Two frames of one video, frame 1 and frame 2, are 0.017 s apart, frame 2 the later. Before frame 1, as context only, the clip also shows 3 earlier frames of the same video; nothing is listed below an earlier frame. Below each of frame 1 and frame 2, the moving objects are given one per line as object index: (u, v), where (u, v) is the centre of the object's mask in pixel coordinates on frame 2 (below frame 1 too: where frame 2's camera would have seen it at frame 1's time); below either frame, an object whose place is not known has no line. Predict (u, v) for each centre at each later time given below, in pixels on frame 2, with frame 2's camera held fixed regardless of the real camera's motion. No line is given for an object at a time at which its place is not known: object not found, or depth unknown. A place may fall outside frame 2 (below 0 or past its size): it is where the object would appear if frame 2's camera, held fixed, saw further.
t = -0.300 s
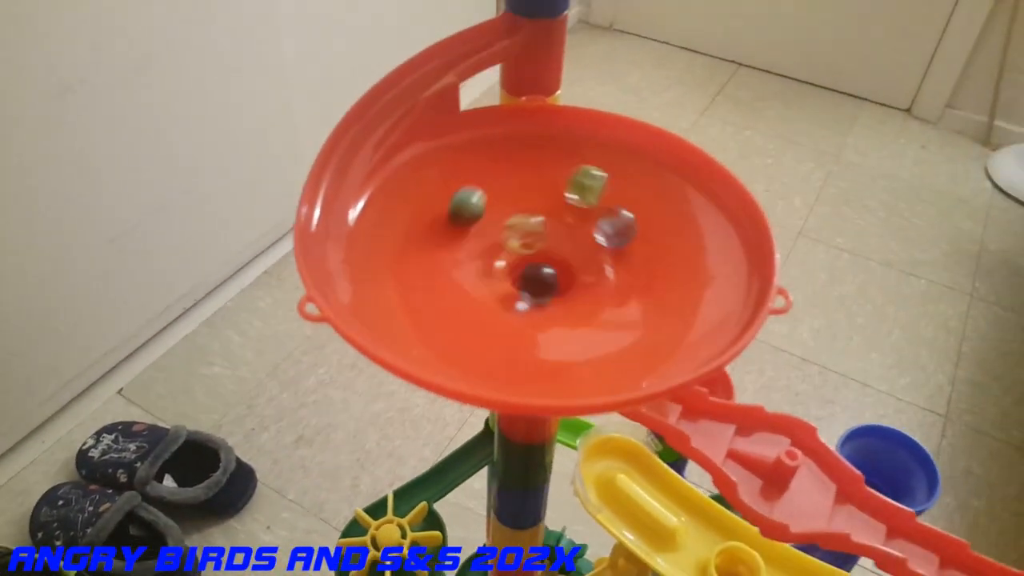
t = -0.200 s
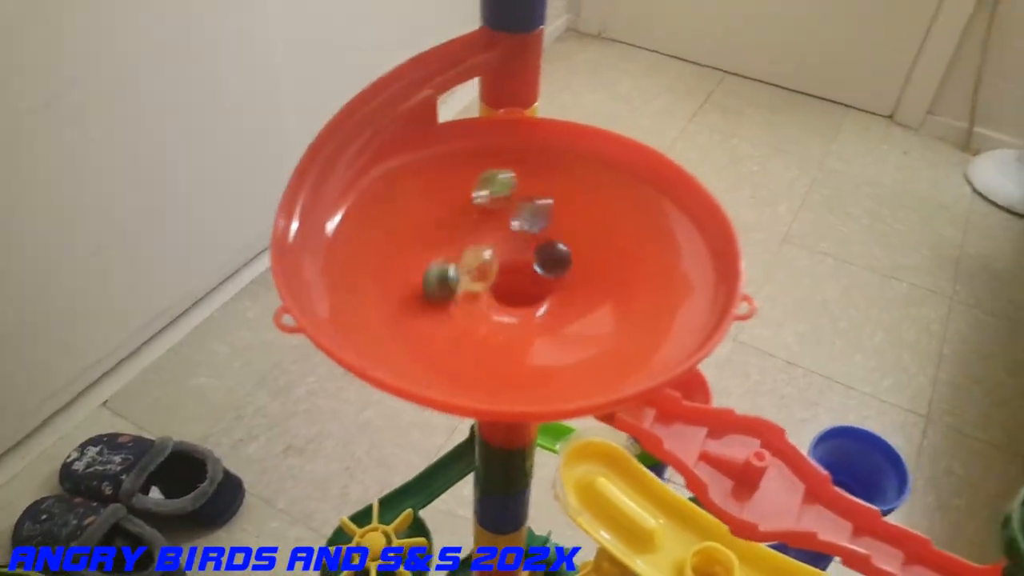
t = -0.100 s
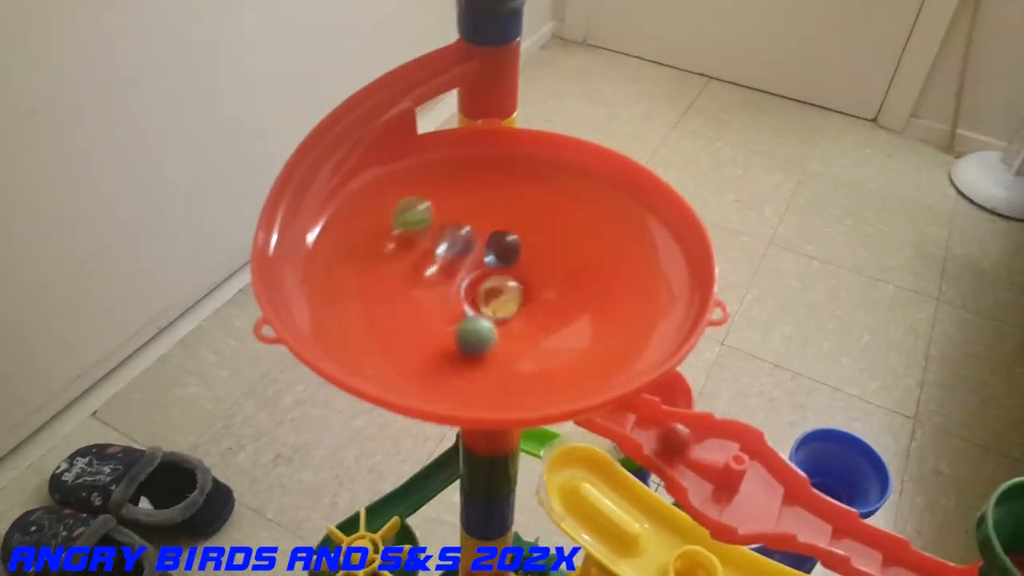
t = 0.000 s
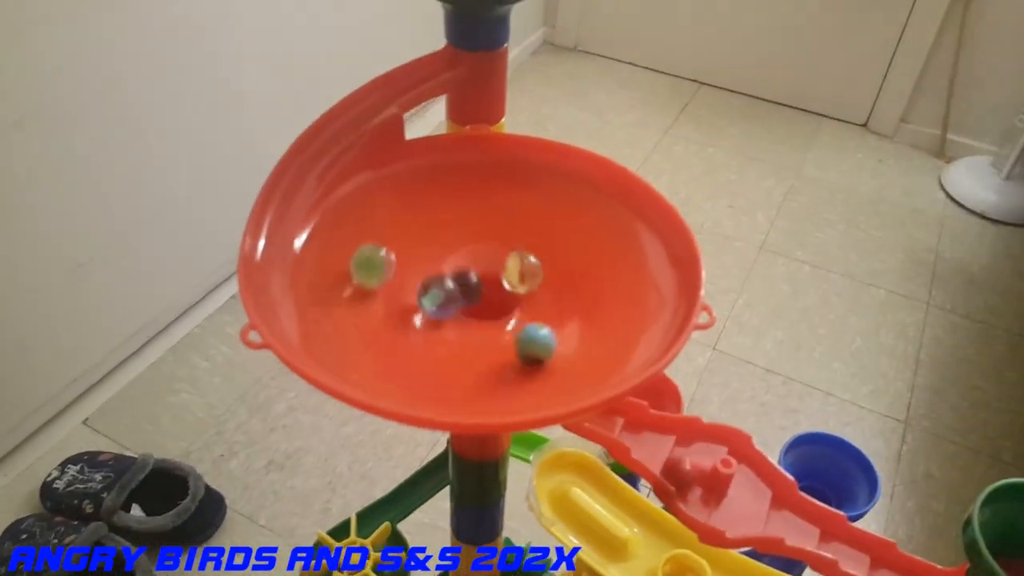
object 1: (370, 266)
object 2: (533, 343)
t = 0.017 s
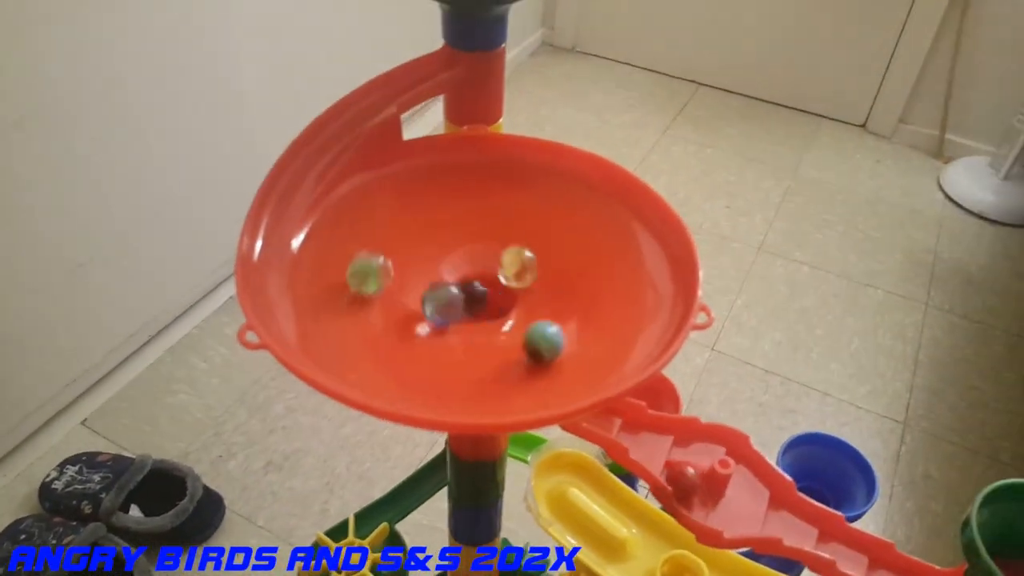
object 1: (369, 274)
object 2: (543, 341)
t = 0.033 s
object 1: (369, 281)
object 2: (552, 337)
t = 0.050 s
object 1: (371, 287)
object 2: (561, 334)
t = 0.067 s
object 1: (373, 293)
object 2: (567, 328)
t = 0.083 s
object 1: (378, 300)
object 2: (573, 322)
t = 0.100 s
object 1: (385, 307)
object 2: (577, 314)
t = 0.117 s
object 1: (394, 313)
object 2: (579, 307)
